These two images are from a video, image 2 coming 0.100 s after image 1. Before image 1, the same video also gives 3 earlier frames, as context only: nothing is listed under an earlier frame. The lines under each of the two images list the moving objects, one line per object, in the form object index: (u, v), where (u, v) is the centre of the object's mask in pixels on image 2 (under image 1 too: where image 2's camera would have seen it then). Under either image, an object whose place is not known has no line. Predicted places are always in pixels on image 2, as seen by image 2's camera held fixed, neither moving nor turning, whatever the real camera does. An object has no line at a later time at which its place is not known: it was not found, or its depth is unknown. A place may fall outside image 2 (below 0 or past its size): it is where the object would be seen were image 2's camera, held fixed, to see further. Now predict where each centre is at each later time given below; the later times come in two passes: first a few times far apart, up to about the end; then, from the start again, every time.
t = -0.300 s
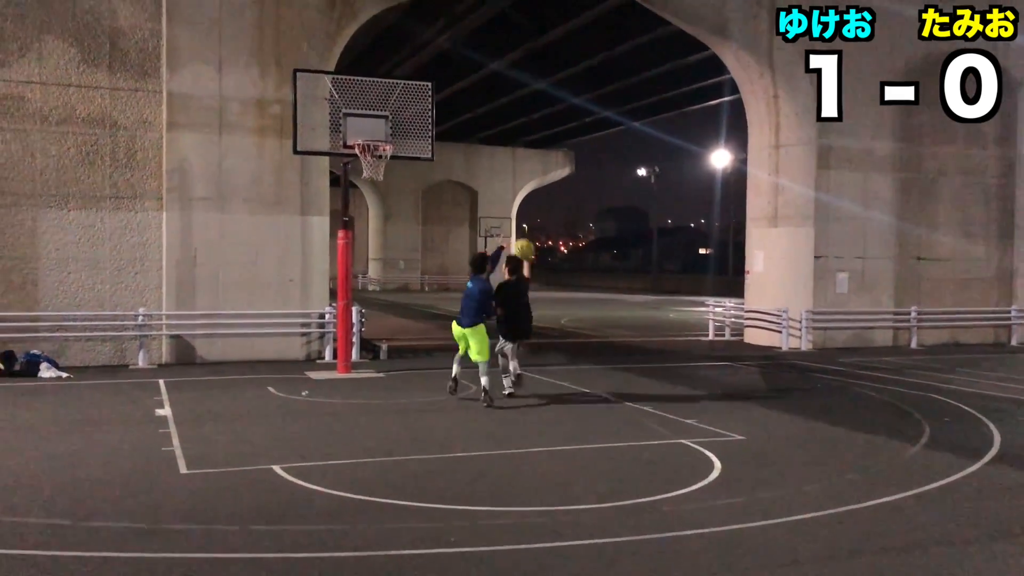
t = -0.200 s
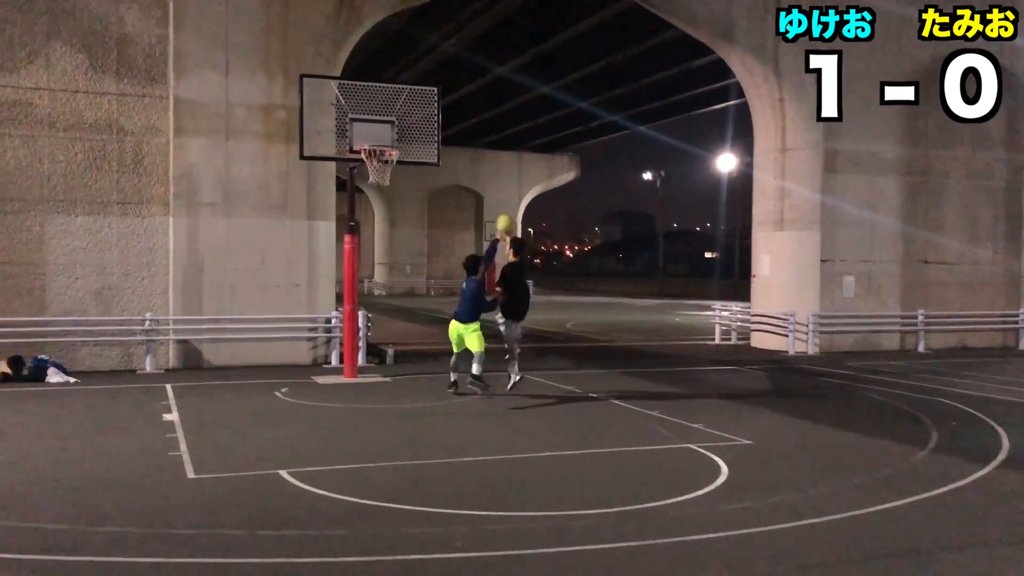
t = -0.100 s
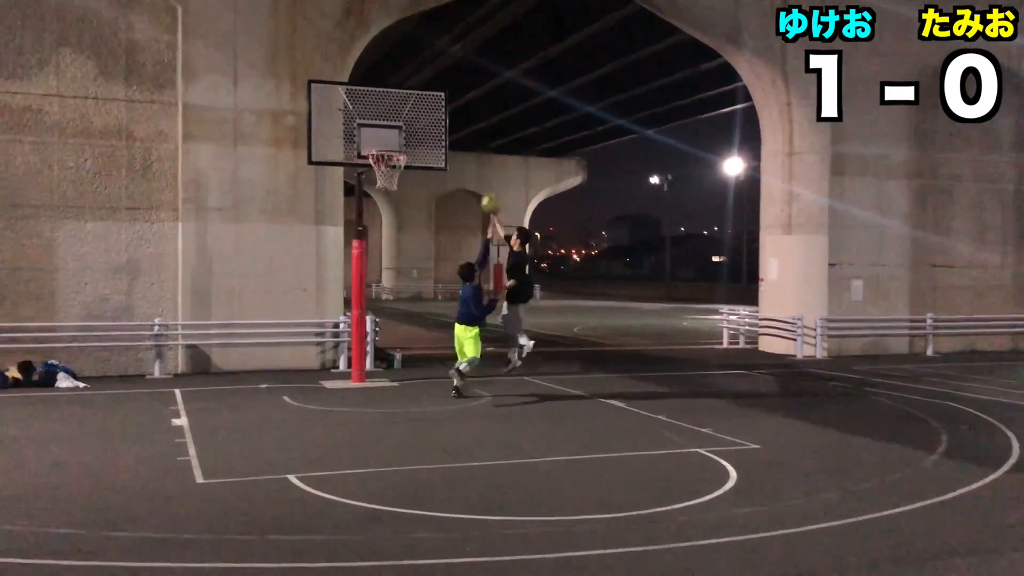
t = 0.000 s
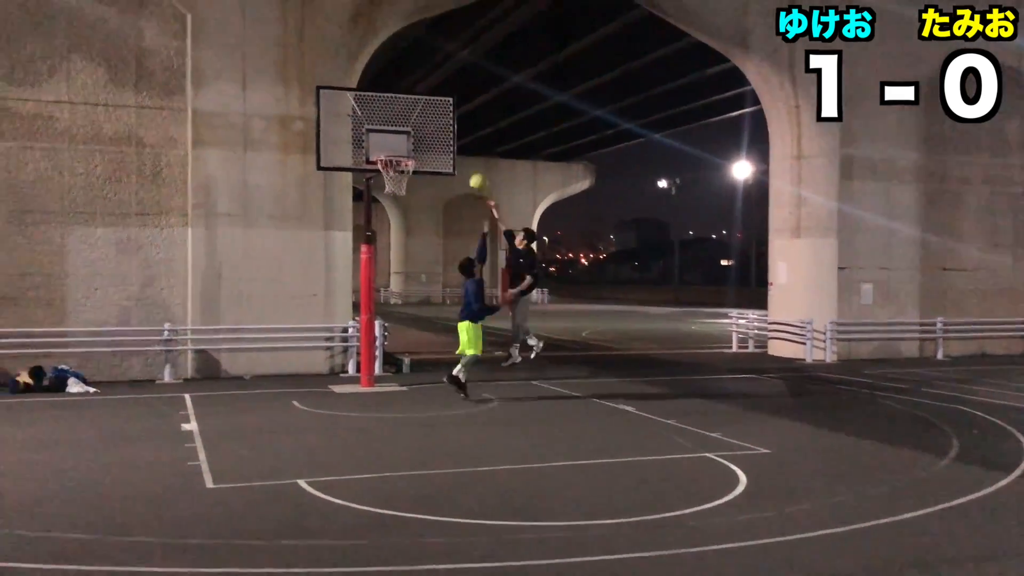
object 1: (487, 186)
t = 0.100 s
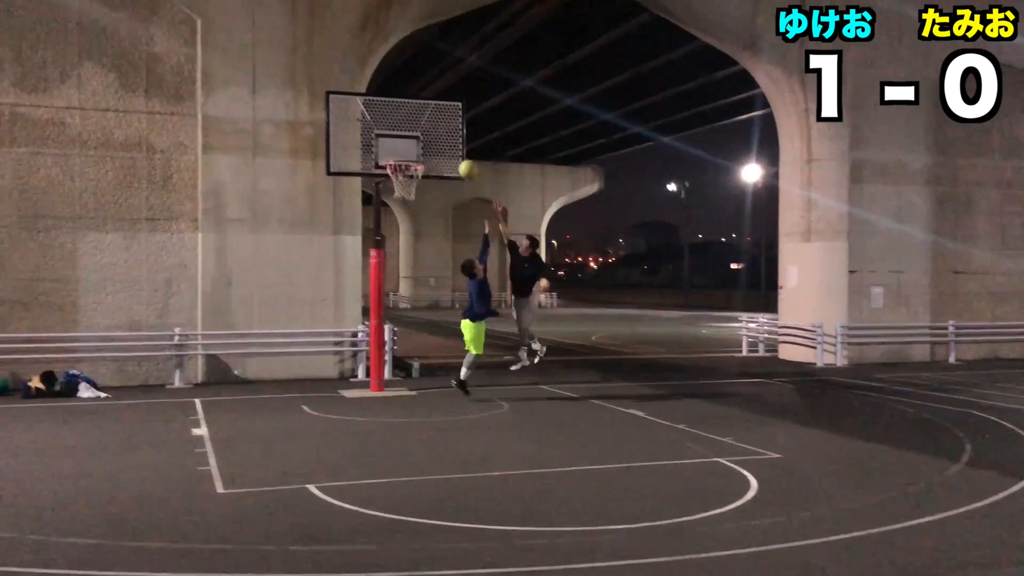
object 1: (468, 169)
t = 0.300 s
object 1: (430, 156)
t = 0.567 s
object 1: (409, 152)
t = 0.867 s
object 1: (402, 153)
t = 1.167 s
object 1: (396, 156)
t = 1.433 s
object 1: (403, 189)
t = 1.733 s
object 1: (420, 243)
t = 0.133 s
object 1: (462, 165)
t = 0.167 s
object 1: (455, 161)
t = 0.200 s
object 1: (448, 158)
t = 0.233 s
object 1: (442, 157)
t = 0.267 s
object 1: (436, 156)
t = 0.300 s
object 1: (430, 156)
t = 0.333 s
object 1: (422, 155)
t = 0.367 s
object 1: (416, 155)
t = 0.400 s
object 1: (412, 155)
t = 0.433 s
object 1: (412, 153)
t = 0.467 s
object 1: (411, 153)
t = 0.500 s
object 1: (411, 152)
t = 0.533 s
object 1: (410, 152)
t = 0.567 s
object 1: (409, 152)
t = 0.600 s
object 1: (410, 153)
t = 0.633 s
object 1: (410, 154)
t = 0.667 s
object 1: (409, 153)
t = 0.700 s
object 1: (407, 152)
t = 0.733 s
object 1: (405, 152)
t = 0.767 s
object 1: (404, 152)
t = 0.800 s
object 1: (403, 153)
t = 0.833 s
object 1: (402, 154)
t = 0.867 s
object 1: (402, 153)
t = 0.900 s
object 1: (400, 153)
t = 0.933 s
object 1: (400, 153)
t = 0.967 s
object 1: (399, 153)
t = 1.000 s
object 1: (397, 154)
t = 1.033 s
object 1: (396, 154)
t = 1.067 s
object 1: (395, 154)
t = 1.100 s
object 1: (396, 154)
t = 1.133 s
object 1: (396, 155)
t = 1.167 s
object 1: (396, 156)
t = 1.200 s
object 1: (395, 157)
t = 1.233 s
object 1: (395, 158)
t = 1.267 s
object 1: (396, 168)
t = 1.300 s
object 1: (399, 171)
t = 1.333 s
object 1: (399, 178)
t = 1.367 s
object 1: (400, 181)
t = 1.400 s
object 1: (400, 185)
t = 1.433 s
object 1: (403, 189)
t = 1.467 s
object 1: (406, 192)
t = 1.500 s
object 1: (406, 197)
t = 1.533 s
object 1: (409, 202)
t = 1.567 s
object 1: (411, 206)
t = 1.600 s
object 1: (414, 211)
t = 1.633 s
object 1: (416, 218)
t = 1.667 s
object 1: (417, 226)
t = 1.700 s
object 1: (419, 235)
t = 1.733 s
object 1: (420, 243)
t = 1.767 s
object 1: (420, 253)
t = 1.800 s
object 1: (422, 265)
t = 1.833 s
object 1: (424, 276)
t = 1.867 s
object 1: (425, 289)
